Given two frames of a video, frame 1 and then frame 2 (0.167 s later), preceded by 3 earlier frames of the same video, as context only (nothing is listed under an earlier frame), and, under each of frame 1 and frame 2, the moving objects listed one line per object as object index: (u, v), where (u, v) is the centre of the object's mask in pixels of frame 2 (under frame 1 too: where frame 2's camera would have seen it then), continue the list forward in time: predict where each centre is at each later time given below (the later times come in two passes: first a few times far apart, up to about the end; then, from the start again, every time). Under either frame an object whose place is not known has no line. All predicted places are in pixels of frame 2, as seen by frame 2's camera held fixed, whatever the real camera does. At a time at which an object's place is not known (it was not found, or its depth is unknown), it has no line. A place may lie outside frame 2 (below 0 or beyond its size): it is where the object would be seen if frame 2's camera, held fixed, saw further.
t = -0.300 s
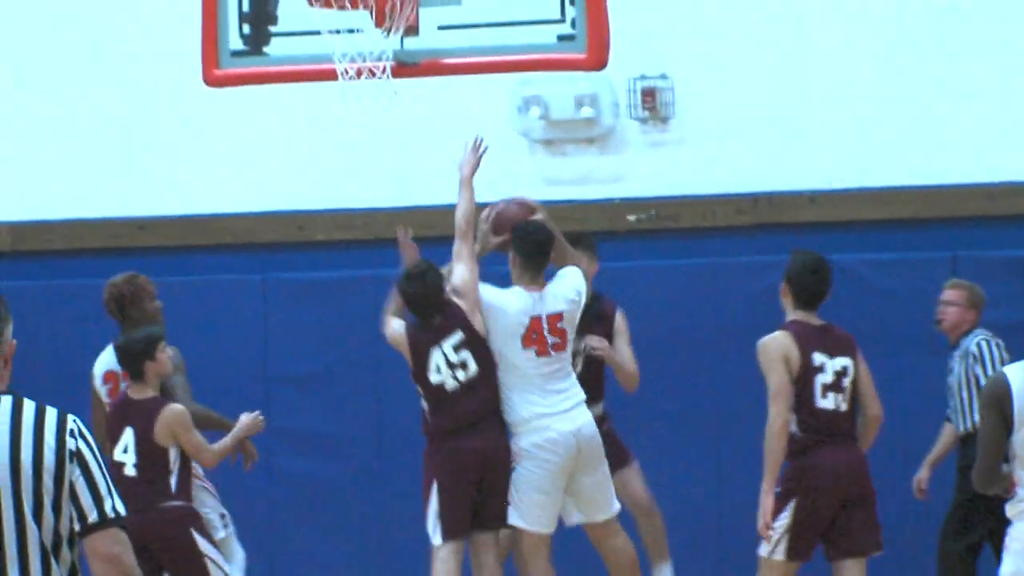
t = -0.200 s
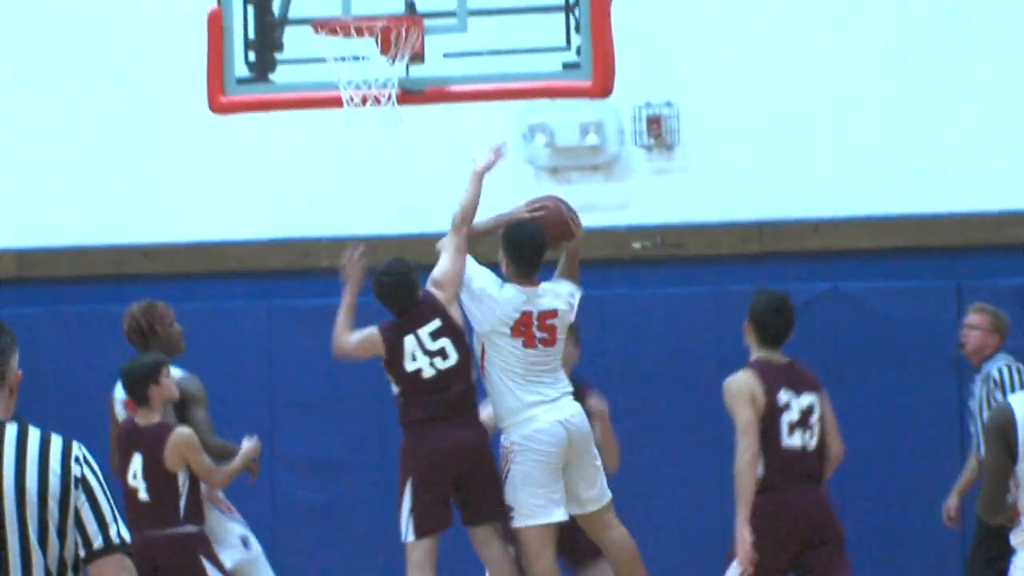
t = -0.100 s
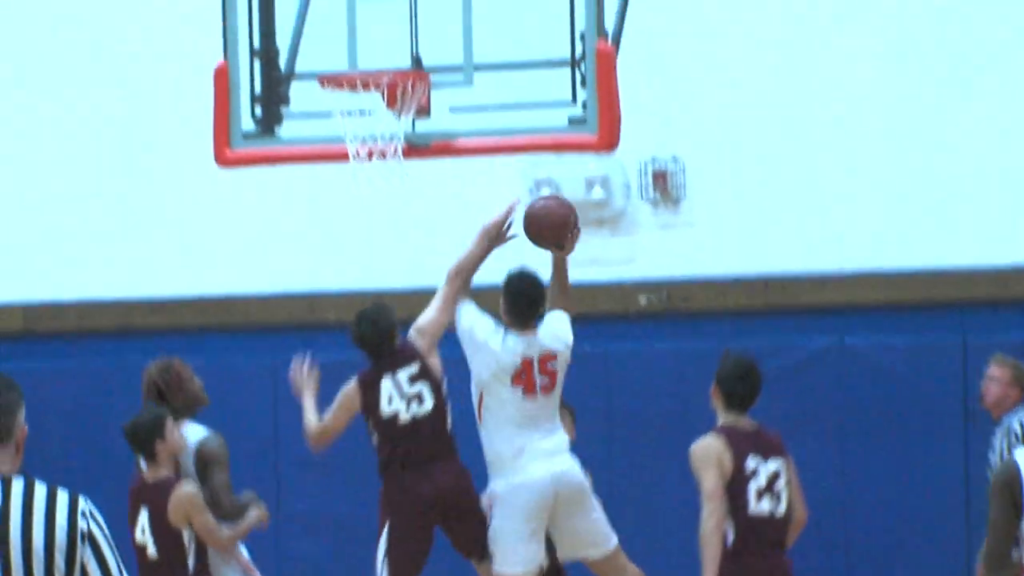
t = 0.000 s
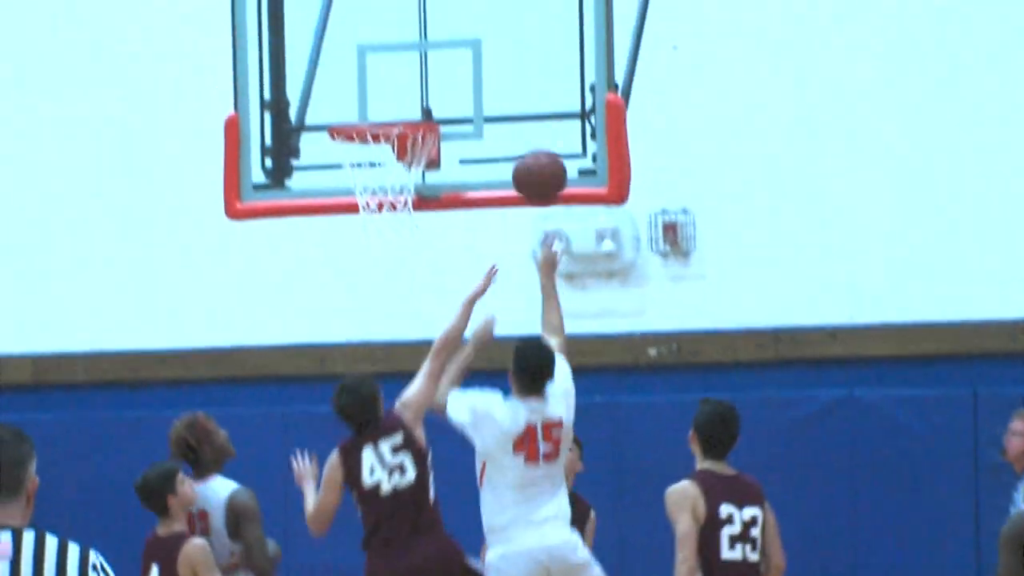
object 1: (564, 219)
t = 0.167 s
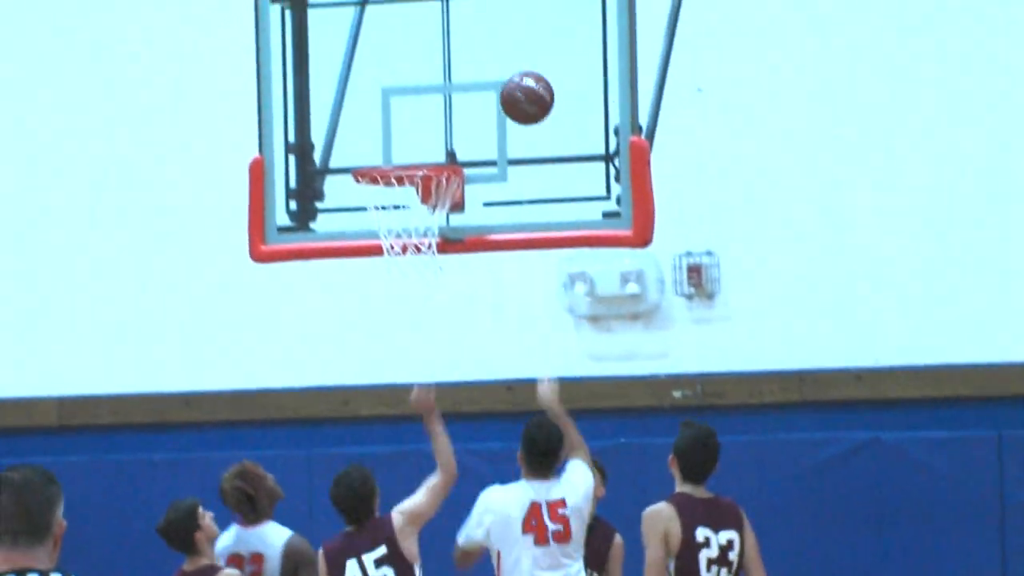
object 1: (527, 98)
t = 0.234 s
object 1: (513, 68)
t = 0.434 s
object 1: (472, 57)
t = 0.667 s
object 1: (425, 155)
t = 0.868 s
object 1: (399, 286)
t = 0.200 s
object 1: (520, 82)
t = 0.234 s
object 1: (513, 68)
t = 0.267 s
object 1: (506, 57)
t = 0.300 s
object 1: (500, 48)
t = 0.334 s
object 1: (493, 46)
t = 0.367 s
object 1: (486, 47)
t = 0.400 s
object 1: (479, 51)
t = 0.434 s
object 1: (472, 57)
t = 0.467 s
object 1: (465, 65)
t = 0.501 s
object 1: (458, 76)
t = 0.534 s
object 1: (451, 89)
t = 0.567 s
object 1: (445, 105)
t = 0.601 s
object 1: (438, 123)
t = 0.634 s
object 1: (432, 143)
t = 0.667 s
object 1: (425, 155)
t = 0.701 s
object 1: (418, 193)
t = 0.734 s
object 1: (412, 215)
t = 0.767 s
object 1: (408, 235)
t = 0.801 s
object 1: (405, 249)
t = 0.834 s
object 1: (401, 267)
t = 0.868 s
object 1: (399, 286)
